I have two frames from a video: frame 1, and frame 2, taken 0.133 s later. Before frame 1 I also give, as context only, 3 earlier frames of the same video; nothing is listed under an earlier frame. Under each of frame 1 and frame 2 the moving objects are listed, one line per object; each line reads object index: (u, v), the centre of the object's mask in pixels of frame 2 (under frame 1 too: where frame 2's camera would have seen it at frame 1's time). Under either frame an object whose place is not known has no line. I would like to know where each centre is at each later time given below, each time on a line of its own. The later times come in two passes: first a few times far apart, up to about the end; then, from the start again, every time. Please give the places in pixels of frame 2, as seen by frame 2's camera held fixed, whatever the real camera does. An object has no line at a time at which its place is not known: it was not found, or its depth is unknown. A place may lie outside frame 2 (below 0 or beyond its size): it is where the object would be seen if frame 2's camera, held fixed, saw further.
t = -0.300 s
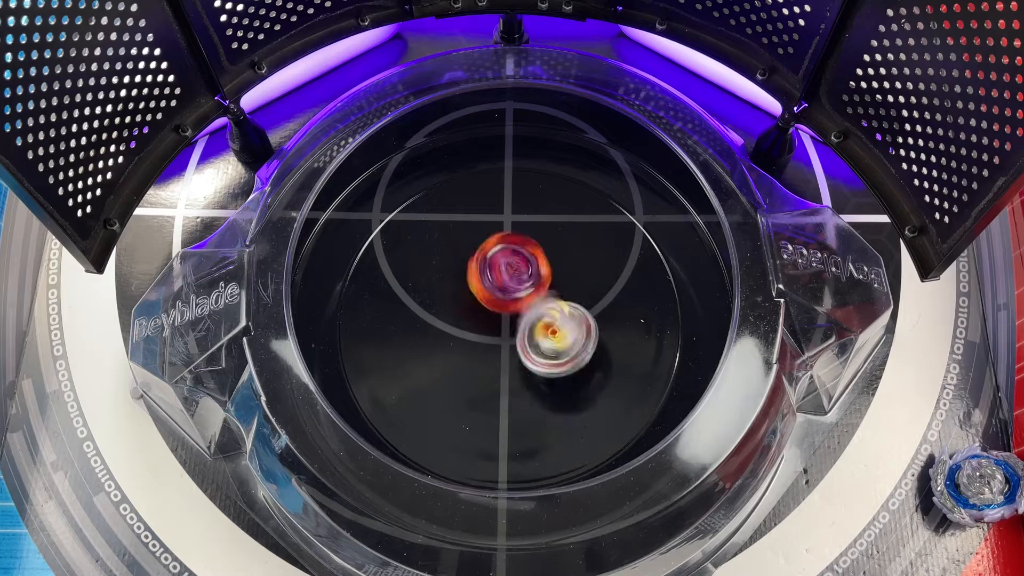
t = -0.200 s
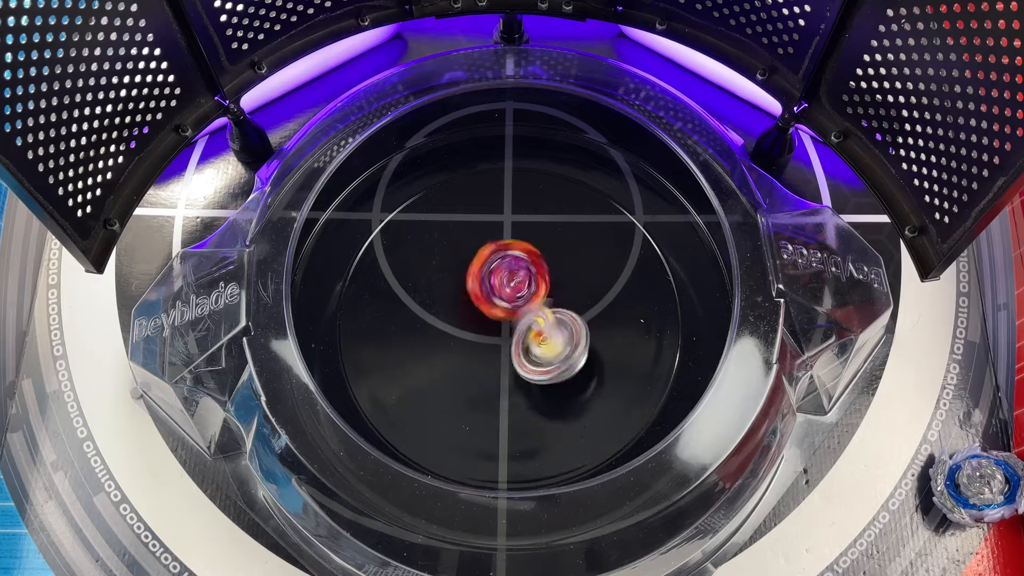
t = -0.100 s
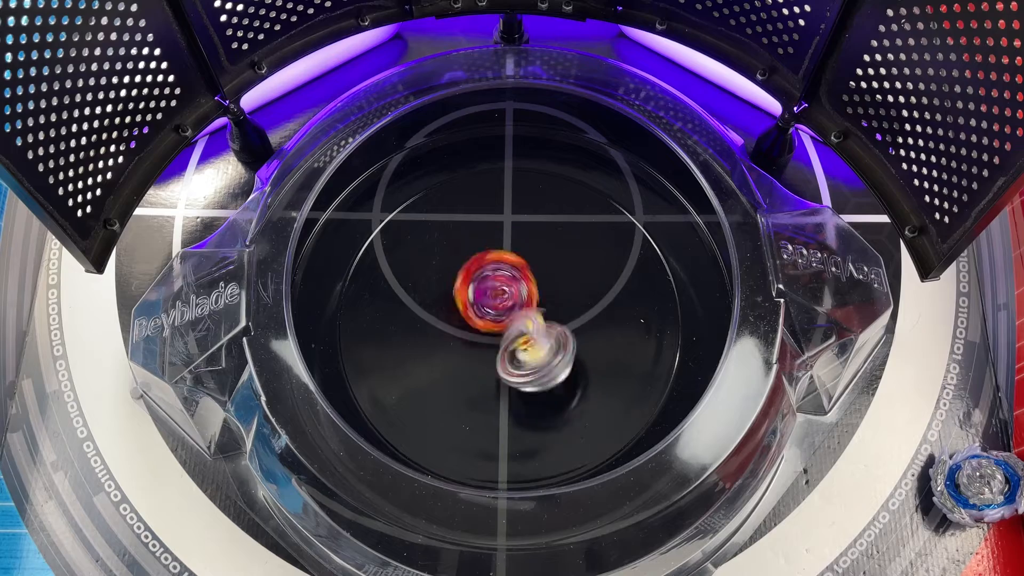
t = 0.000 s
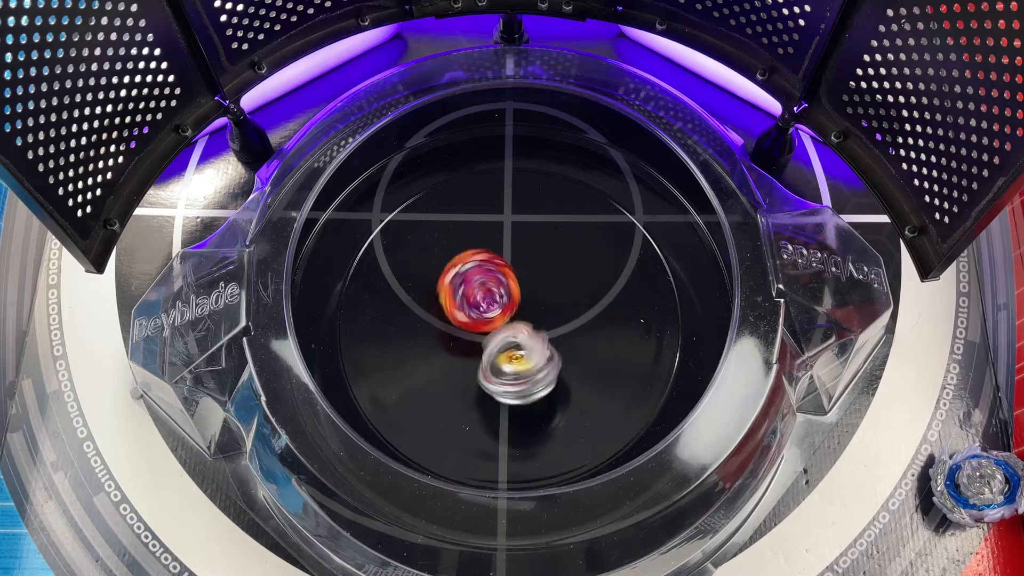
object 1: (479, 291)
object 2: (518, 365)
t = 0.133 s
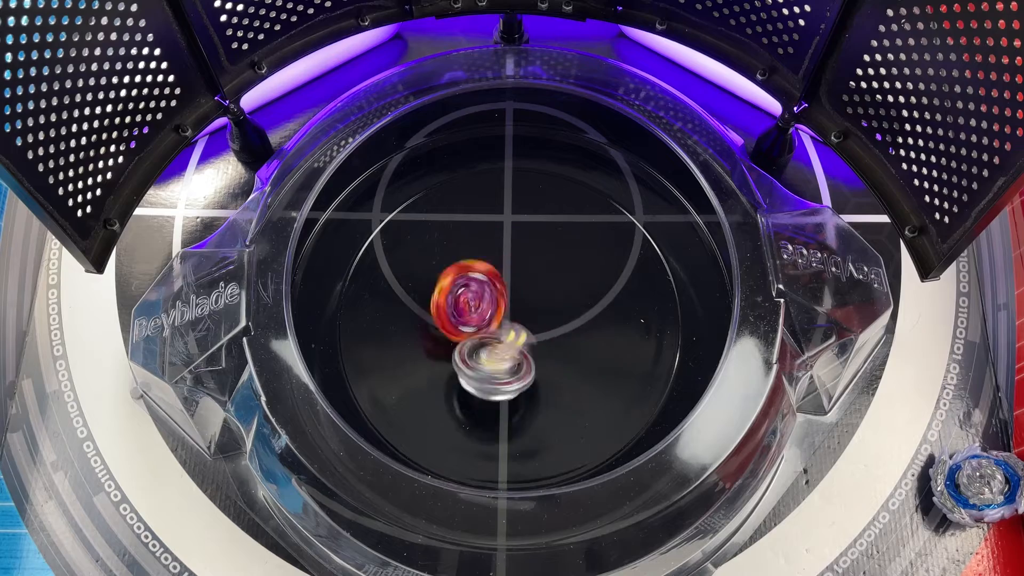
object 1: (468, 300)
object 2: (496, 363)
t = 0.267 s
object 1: (468, 297)
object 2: (491, 359)
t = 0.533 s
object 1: (481, 294)
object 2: (537, 337)
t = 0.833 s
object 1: (479, 319)
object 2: (550, 316)
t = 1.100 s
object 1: (458, 324)
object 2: (539, 337)
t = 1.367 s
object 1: (461, 305)
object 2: (535, 335)
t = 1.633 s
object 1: (473, 314)
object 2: (543, 338)
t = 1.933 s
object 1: (472, 308)
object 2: (536, 340)
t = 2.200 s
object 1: (471, 306)
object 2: (526, 350)
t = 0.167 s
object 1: (466, 297)
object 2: (489, 366)
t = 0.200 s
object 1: (463, 296)
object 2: (488, 361)
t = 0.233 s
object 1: (464, 297)
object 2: (487, 357)
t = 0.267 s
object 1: (468, 297)
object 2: (491, 359)
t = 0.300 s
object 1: (468, 295)
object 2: (493, 360)
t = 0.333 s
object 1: (470, 294)
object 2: (498, 359)
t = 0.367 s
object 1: (472, 293)
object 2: (503, 353)
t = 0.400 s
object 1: (476, 293)
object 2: (509, 351)
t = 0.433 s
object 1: (478, 291)
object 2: (514, 348)
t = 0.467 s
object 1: (480, 291)
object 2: (522, 346)
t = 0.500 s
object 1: (480, 292)
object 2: (529, 341)
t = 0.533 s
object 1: (481, 294)
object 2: (537, 337)
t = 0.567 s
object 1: (480, 299)
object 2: (544, 331)
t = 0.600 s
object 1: (481, 303)
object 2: (551, 326)
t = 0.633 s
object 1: (482, 308)
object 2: (556, 321)
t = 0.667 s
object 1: (482, 312)
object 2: (558, 317)
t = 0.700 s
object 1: (482, 315)
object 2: (558, 316)
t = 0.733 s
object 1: (480, 318)
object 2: (556, 315)
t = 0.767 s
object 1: (481, 319)
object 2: (555, 315)
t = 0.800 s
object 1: (479, 320)
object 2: (552, 315)
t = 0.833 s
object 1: (479, 319)
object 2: (550, 316)
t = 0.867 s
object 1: (477, 318)
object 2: (549, 321)
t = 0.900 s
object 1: (475, 319)
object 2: (550, 322)
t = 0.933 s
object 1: (471, 319)
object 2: (546, 325)
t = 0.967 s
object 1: (466, 321)
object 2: (548, 328)
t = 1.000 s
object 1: (461, 323)
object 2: (548, 330)
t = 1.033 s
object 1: (459, 325)
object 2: (544, 332)
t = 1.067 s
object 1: (459, 325)
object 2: (540, 334)
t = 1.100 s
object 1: (458, 324)
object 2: (539, 337)
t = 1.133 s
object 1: (455, 320)
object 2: (538, 339)
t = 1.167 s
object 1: (455, 315)
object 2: (536, 339)
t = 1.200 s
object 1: (456, 312)
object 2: (535, 339)
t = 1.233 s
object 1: (456, 309)
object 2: (536, 338)
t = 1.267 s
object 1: (457, 307)
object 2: (536, 338)
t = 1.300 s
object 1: (458, 305)
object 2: (532, 336)
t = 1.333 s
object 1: (459, 305)
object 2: (533, 335)
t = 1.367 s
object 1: (461, 305)
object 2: (535, 335)
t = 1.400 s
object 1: (463, 307)
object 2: (535, 333)
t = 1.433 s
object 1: (465, 310)
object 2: (538, 332)
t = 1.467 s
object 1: (467, 315)
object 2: (540, 331)
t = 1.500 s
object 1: (467, 319)
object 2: (539, 330)
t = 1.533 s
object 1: (468, 321)
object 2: (541, 330)
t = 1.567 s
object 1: (470, 319)
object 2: (543, 332)
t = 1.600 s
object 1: (472, 317)
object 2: (543, 336)
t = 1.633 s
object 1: (473, 314)
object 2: (543, 338)
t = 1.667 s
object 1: (473, 311)
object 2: (543, 340)
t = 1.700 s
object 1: (473, 309)
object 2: (543, 341)
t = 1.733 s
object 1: (473, 308)
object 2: (544, 340)
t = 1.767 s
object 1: (474, 308)
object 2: (544, 340)
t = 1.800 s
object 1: (475, 309)
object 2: (545, 340)
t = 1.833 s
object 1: (475, 310)
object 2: (544, 339)
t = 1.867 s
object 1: (475, 311)
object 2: (542, 339)
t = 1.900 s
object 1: (473, 310)
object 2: (539, 339)
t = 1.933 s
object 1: (472, 308)
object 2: (536, 340)
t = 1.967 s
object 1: (471, 307)
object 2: (531, 342)
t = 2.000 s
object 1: (471, 306)
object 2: (529, 345)
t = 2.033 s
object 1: (471, 305)
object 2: (527, 348)
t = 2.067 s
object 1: (471, 305)
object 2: (525, 350)
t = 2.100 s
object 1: (471, 305)
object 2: (524, 351)
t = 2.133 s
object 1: (471, 305)
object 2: (524, 351)
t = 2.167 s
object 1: (472, 306)
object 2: (525, 351)
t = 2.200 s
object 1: (471, 306)
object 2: (526, 350)
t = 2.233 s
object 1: (472, 306)
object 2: (527, 348)
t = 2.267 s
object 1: (471, 306)
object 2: (528, 346)
